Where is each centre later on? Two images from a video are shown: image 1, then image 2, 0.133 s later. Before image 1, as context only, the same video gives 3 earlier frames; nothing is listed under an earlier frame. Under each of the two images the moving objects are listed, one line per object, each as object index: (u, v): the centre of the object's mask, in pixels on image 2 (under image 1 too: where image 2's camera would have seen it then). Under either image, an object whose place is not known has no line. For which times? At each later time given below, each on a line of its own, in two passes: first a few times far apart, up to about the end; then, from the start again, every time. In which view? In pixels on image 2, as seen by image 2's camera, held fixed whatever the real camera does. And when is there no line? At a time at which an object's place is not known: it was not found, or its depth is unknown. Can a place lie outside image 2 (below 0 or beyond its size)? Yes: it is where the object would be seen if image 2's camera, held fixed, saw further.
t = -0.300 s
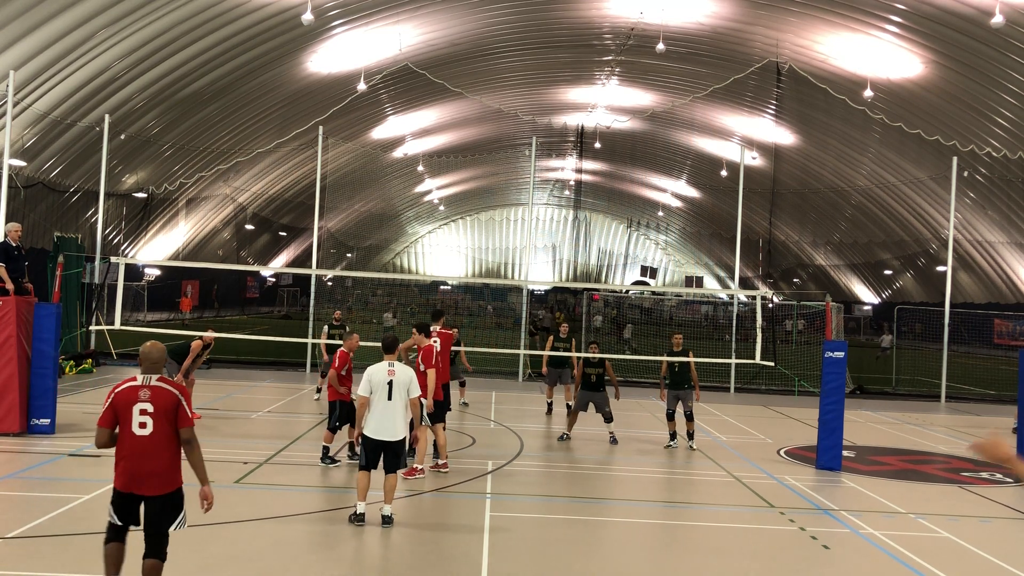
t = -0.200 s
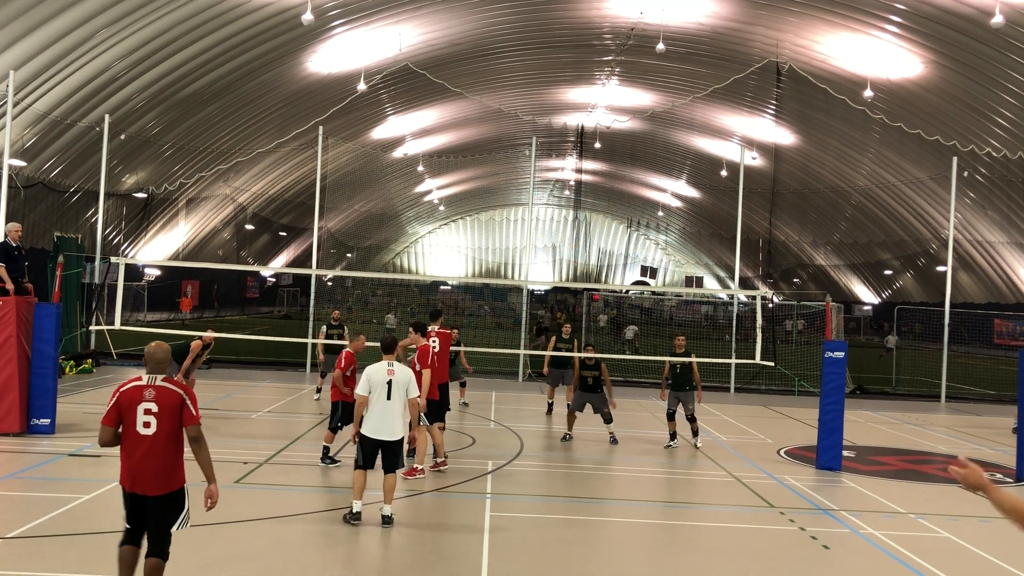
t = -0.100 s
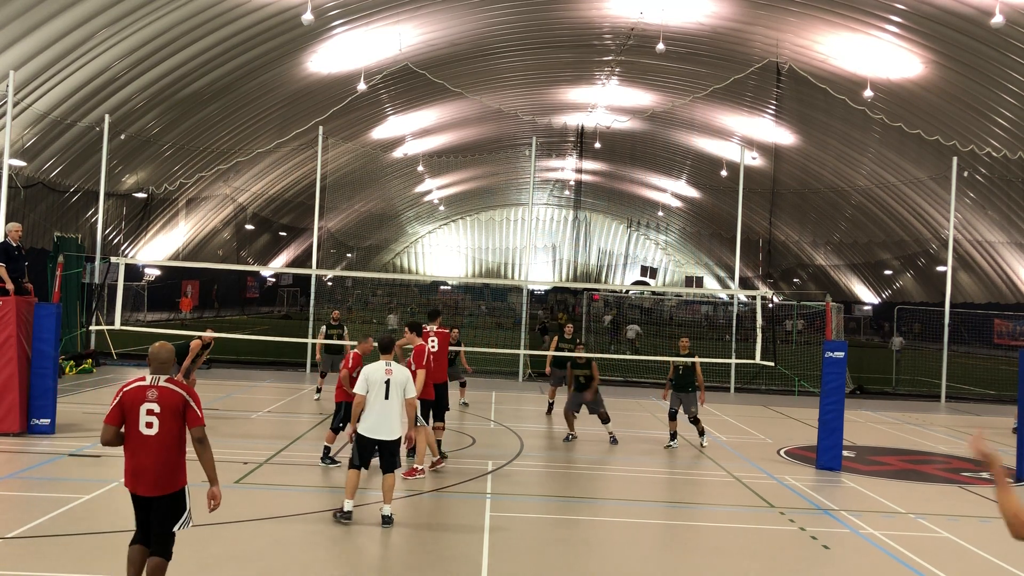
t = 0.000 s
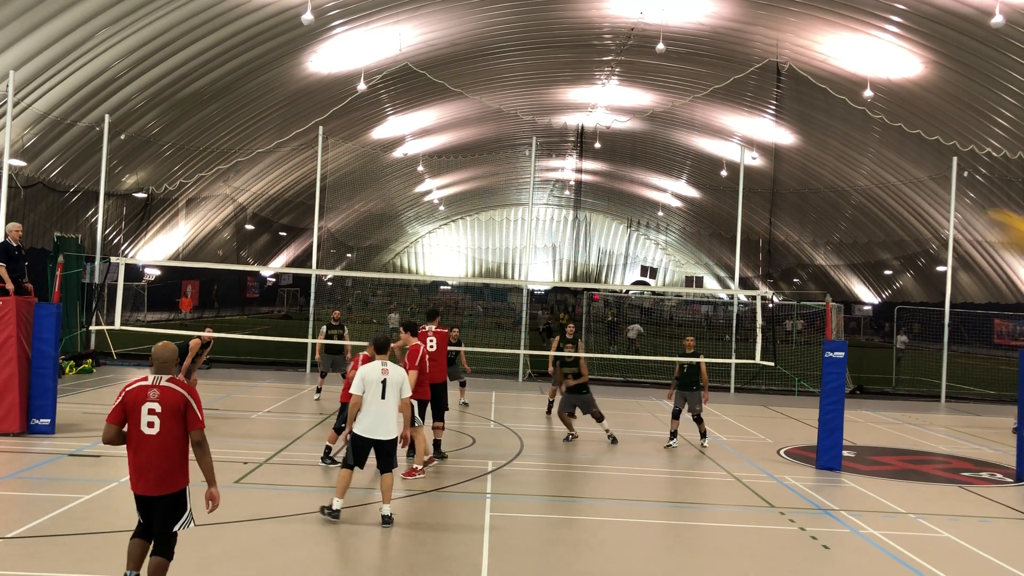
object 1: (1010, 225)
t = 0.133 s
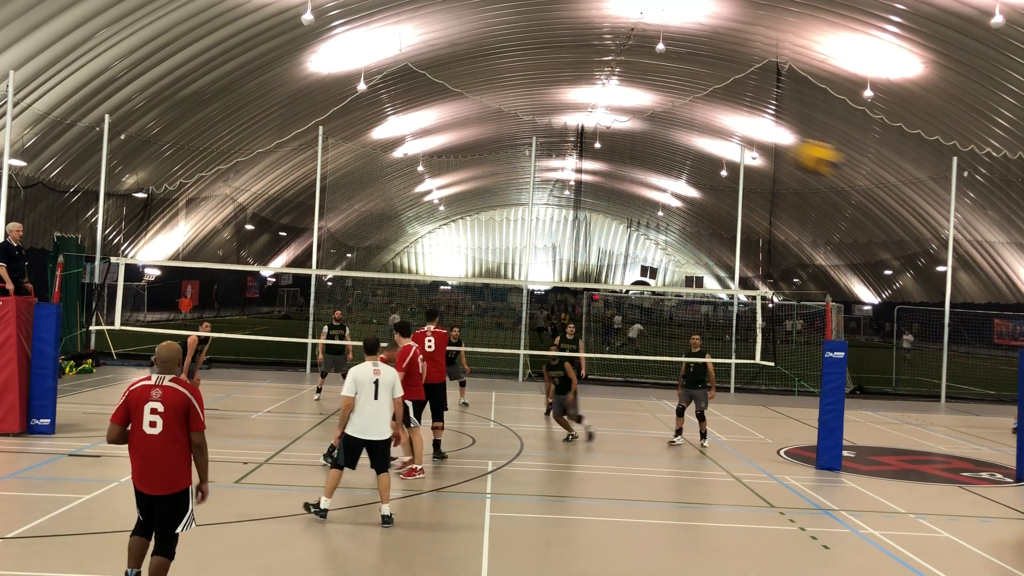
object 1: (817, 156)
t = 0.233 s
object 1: (723, 137)
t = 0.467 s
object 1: (596, 148)
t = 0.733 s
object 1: (523, 197)
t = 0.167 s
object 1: (785, 149)
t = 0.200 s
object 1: (752, 142)
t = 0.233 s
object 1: (723, 137)
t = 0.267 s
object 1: (702, 136)
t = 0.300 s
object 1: (679, 137)
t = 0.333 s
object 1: (659, 138)
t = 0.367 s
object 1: (643, 138)
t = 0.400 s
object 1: (625, 142)
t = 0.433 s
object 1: (611, 144)
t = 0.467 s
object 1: (596, 148)
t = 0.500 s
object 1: (584, 152)
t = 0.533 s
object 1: (573, 157)
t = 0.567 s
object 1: (562, 162)
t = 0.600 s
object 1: (553, 168)
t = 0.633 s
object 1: (544, 175)
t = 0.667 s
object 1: (537, 182)
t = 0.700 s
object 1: (529, 190)
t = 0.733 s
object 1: (523, 197)
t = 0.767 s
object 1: (518, 206)
